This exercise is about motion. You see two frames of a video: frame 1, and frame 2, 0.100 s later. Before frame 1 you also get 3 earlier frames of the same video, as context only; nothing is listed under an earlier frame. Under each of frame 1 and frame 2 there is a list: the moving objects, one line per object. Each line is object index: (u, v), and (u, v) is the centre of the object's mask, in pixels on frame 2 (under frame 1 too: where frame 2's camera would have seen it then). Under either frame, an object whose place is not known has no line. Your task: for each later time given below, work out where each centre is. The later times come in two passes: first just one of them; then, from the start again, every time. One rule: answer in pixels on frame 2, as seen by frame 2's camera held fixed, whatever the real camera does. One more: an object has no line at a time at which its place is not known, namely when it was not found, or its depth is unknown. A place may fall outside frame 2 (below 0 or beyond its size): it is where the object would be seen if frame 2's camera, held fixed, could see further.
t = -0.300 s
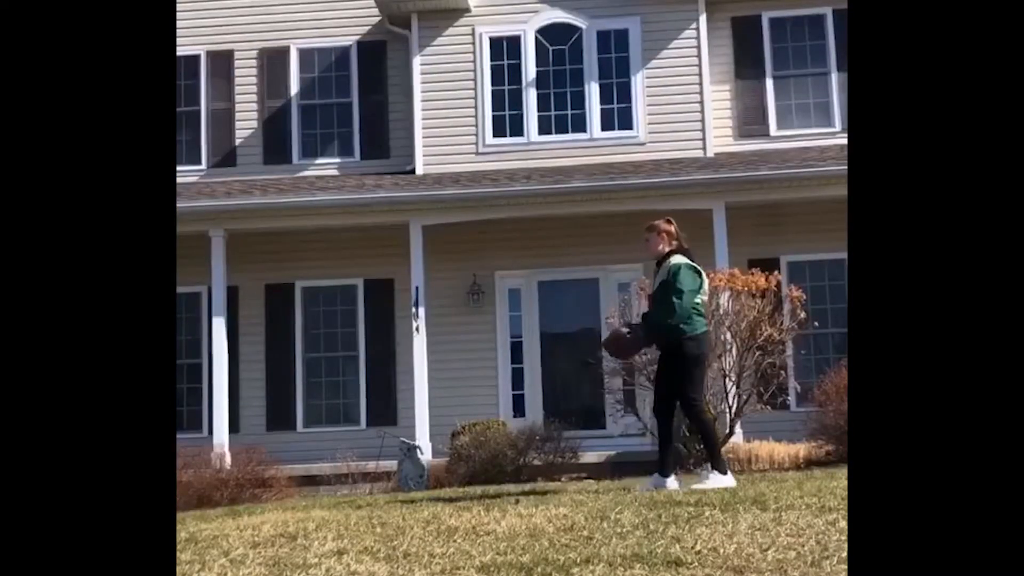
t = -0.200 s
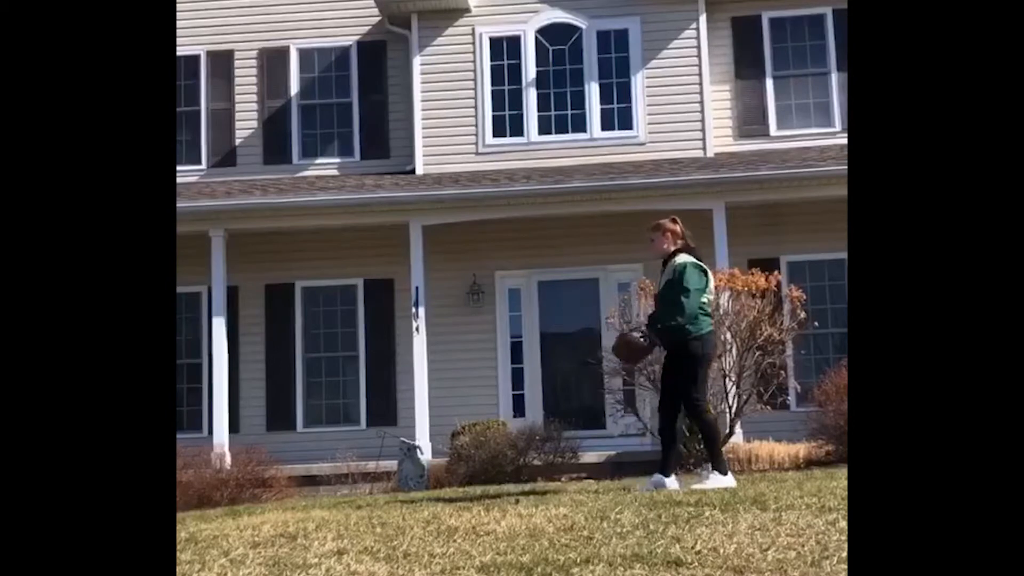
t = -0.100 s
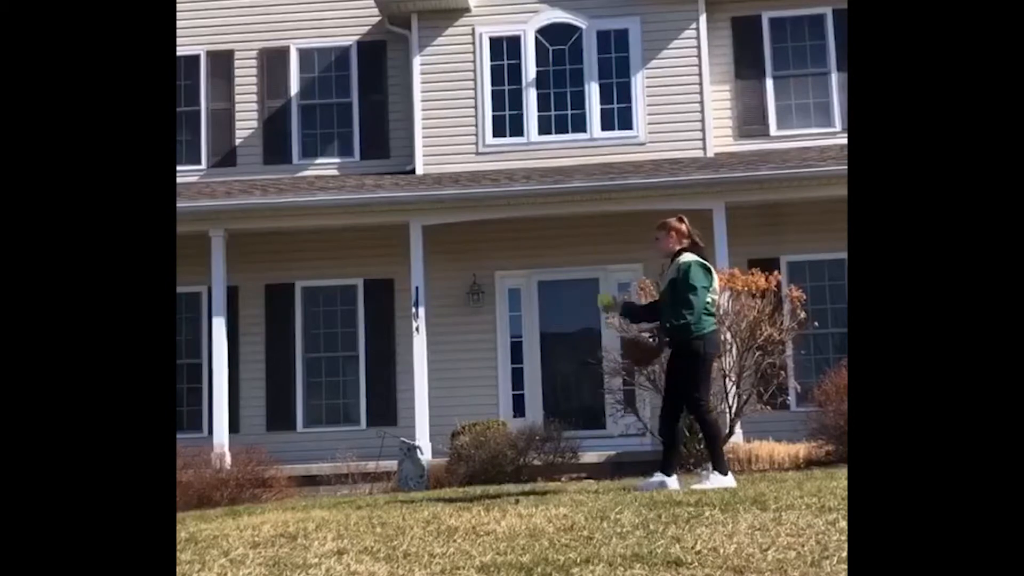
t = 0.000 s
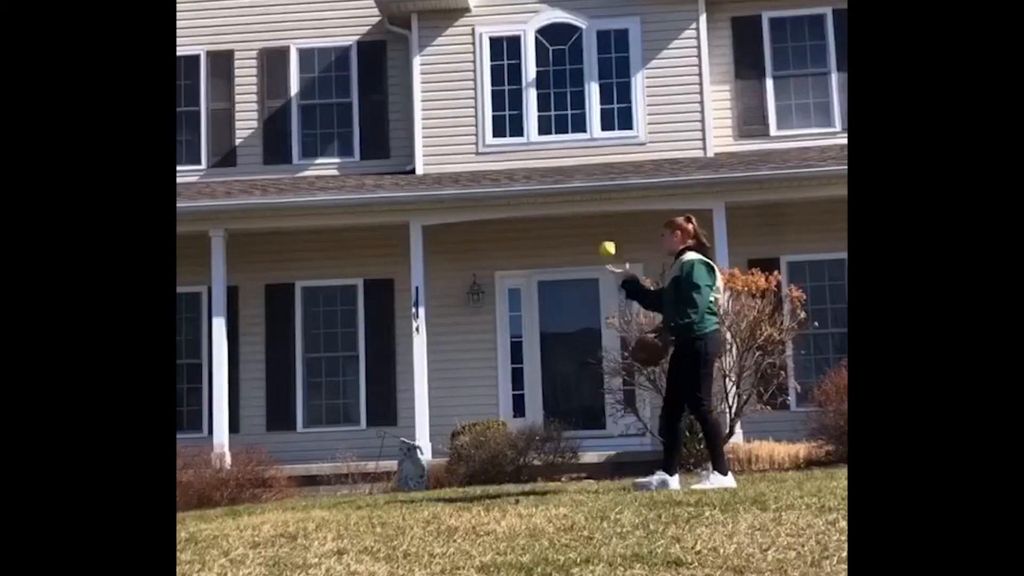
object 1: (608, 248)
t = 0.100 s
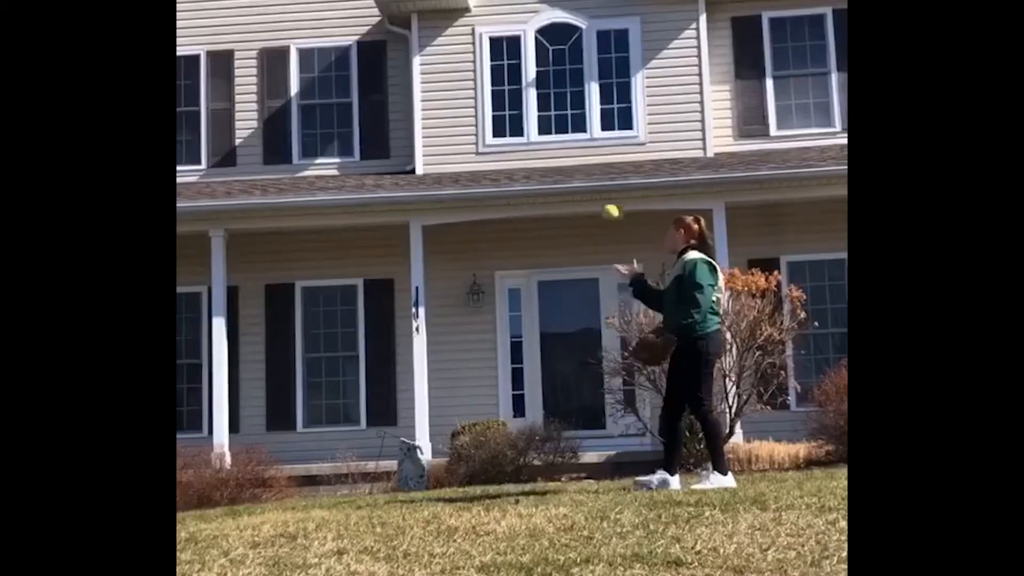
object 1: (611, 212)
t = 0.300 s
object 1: (620, 187)
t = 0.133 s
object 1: (613, 202)
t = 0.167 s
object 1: (615, 196)
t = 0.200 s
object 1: (616, 191)
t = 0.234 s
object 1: (616, 189)
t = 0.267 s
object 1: (618, 187)
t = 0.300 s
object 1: (620, 187)
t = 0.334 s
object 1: (622, 188)
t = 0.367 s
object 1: (624, 193)
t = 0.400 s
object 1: (626, 198)
